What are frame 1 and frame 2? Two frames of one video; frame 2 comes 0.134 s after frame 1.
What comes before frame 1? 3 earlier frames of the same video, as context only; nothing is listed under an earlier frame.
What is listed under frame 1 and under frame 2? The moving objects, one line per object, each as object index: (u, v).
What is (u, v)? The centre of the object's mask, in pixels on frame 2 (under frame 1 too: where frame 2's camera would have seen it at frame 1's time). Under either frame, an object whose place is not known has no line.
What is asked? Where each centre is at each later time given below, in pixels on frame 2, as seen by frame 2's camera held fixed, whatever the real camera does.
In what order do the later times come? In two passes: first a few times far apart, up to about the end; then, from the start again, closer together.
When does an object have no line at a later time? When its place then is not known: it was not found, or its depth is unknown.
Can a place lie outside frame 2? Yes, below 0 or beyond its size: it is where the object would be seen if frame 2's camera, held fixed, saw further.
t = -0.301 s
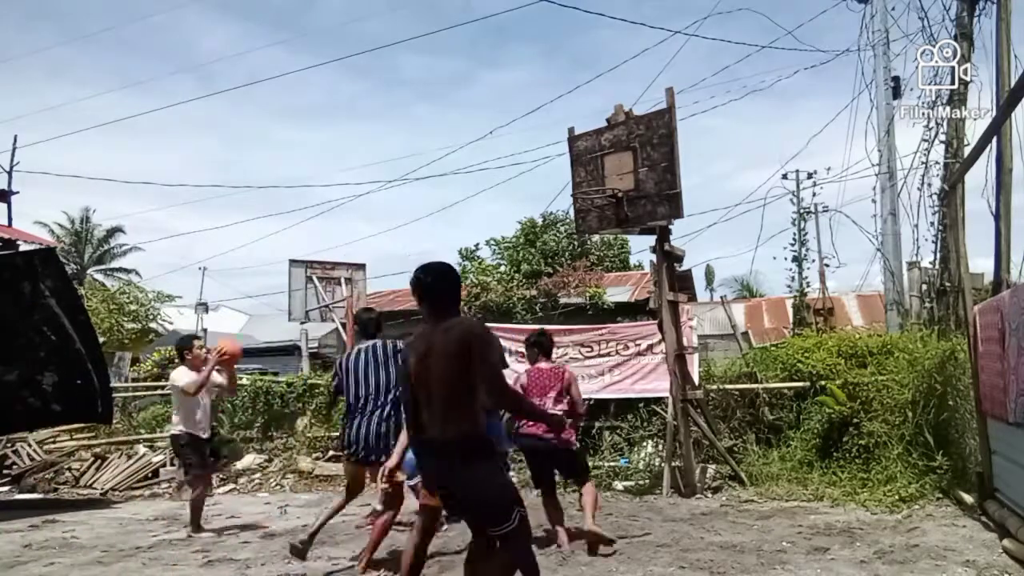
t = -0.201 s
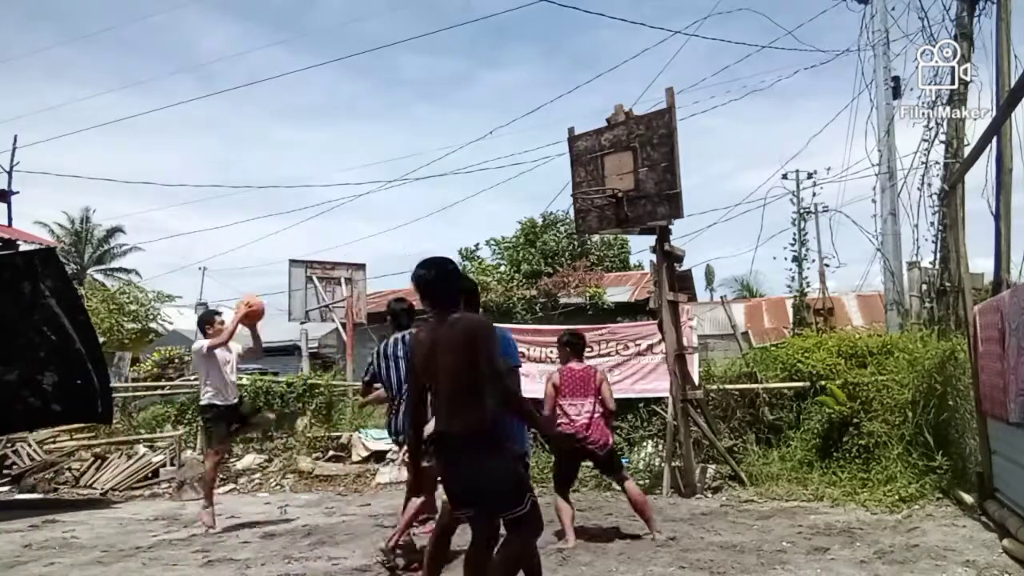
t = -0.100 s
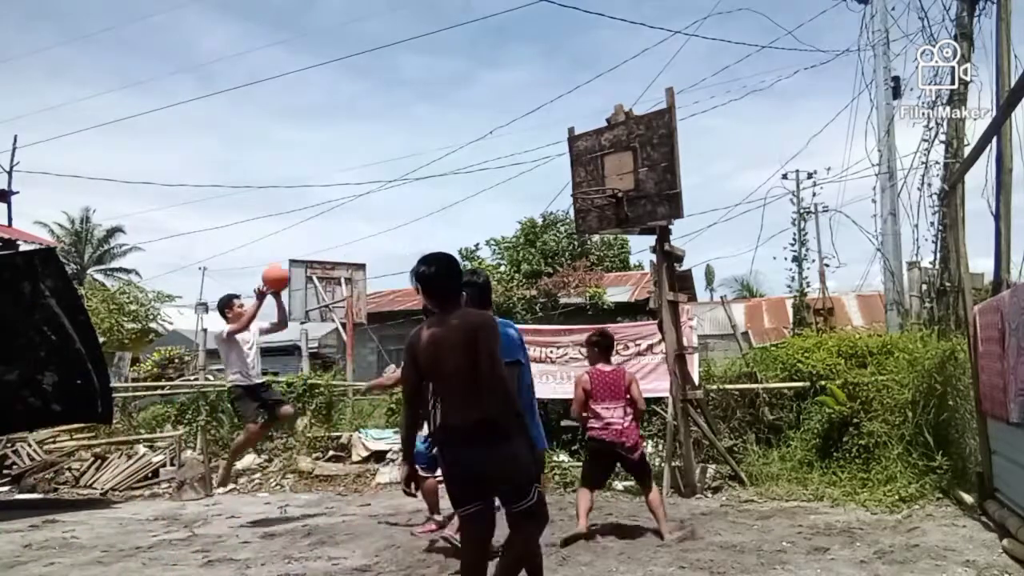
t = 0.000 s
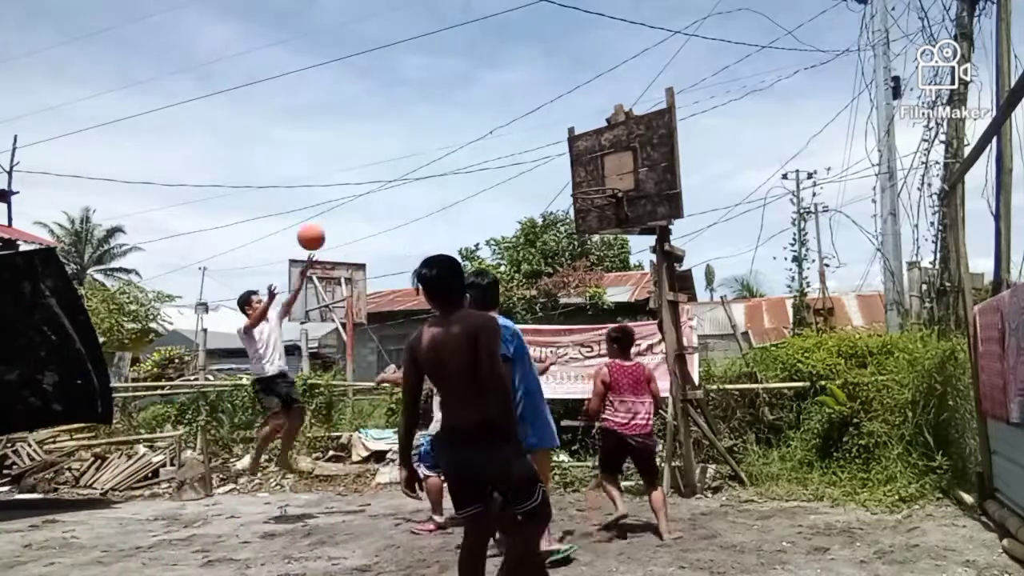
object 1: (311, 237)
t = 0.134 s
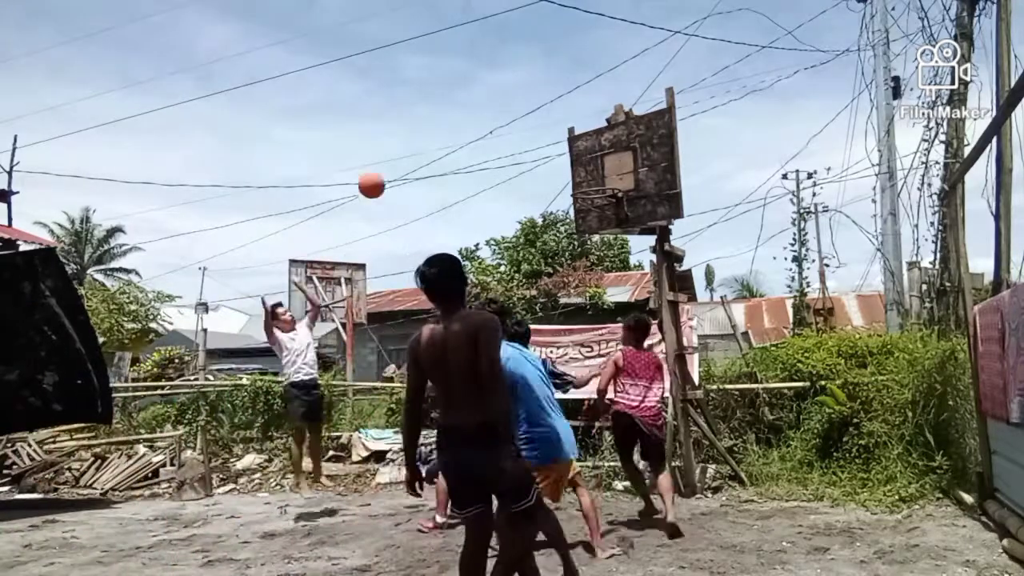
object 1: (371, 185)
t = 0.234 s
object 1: (415, 159)
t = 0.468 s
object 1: (520, 139)
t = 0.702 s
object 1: (626, 177)
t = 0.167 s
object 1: (386, 174)
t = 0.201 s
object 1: (401, 166)
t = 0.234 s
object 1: (415, 159)
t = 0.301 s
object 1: (445, 147)
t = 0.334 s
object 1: (460, 143)
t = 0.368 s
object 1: (475, 140)
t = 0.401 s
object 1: (490, 139)
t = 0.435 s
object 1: (505, 138)
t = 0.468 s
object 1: (520, 139)
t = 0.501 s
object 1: (535, 141)
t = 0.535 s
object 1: (550, 143)
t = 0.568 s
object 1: (564, 147)
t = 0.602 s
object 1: (580, 152)
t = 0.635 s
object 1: (596, 159)
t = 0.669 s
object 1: (611, 167)
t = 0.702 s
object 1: (626, 177)
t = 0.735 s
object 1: (642, 188)
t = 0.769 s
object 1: (658, 199)
